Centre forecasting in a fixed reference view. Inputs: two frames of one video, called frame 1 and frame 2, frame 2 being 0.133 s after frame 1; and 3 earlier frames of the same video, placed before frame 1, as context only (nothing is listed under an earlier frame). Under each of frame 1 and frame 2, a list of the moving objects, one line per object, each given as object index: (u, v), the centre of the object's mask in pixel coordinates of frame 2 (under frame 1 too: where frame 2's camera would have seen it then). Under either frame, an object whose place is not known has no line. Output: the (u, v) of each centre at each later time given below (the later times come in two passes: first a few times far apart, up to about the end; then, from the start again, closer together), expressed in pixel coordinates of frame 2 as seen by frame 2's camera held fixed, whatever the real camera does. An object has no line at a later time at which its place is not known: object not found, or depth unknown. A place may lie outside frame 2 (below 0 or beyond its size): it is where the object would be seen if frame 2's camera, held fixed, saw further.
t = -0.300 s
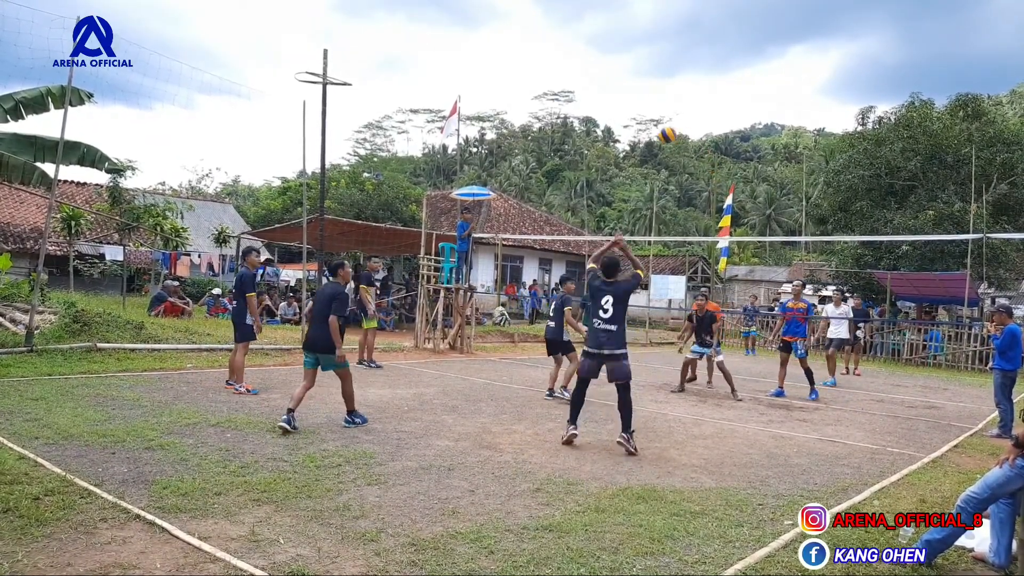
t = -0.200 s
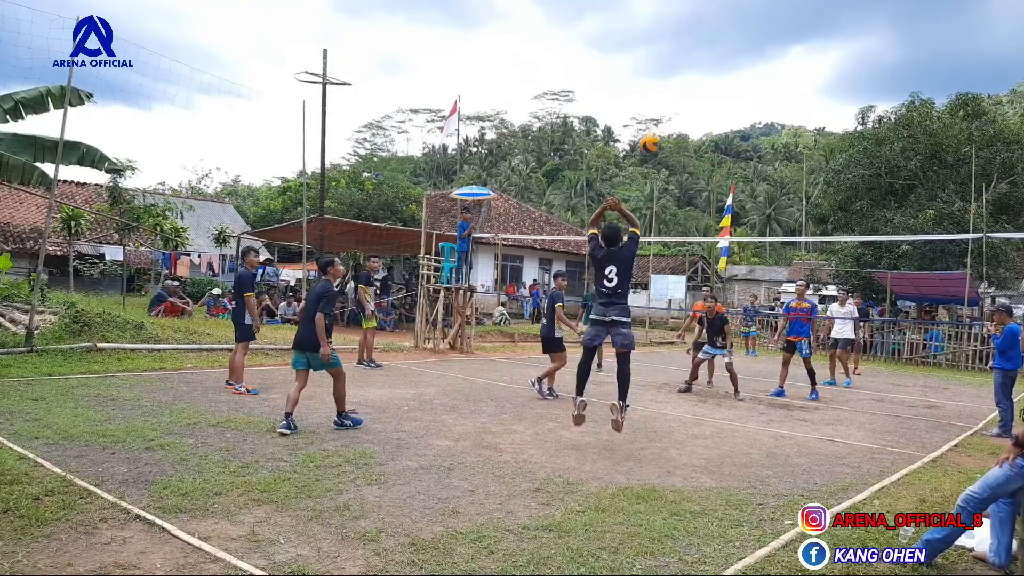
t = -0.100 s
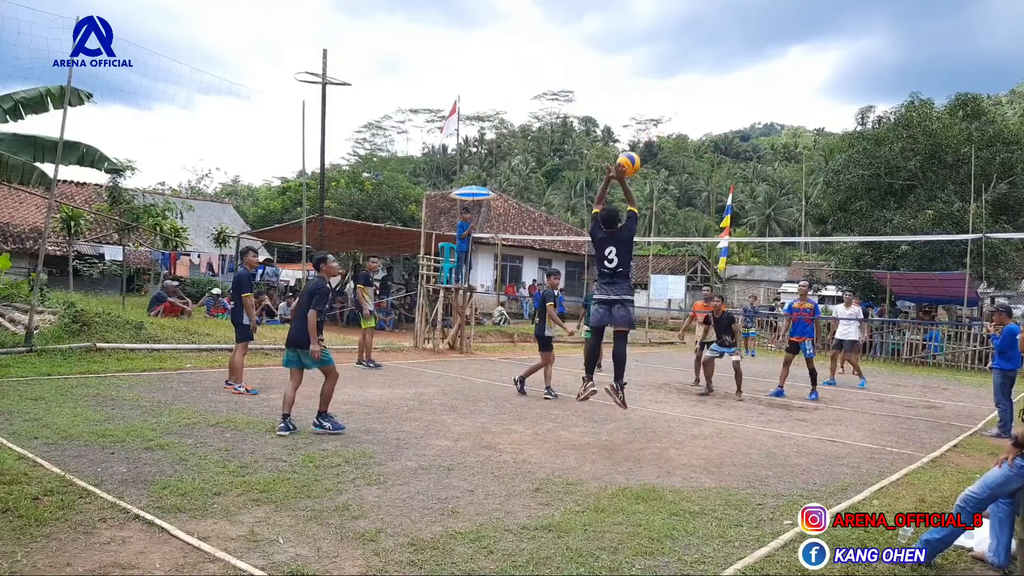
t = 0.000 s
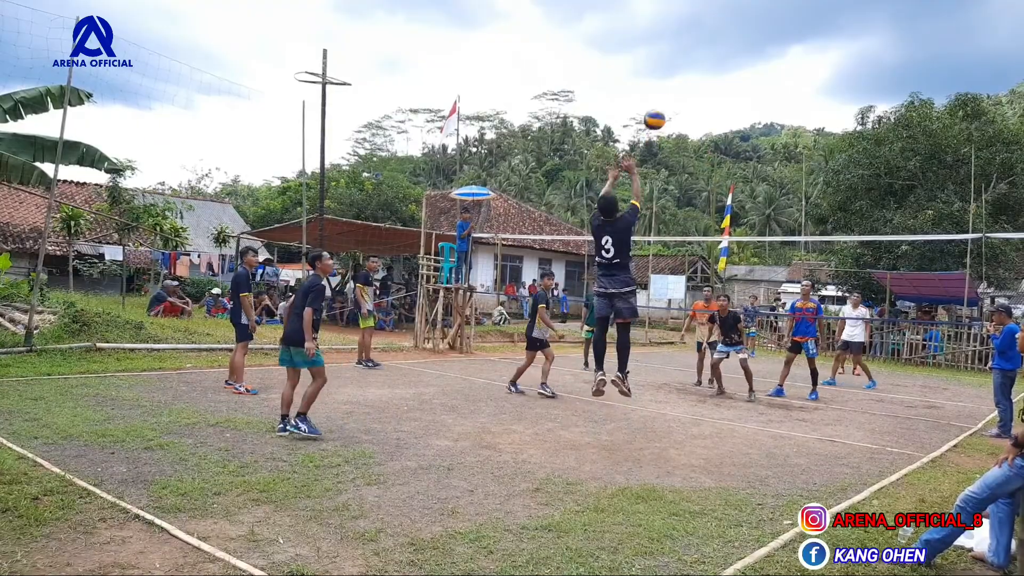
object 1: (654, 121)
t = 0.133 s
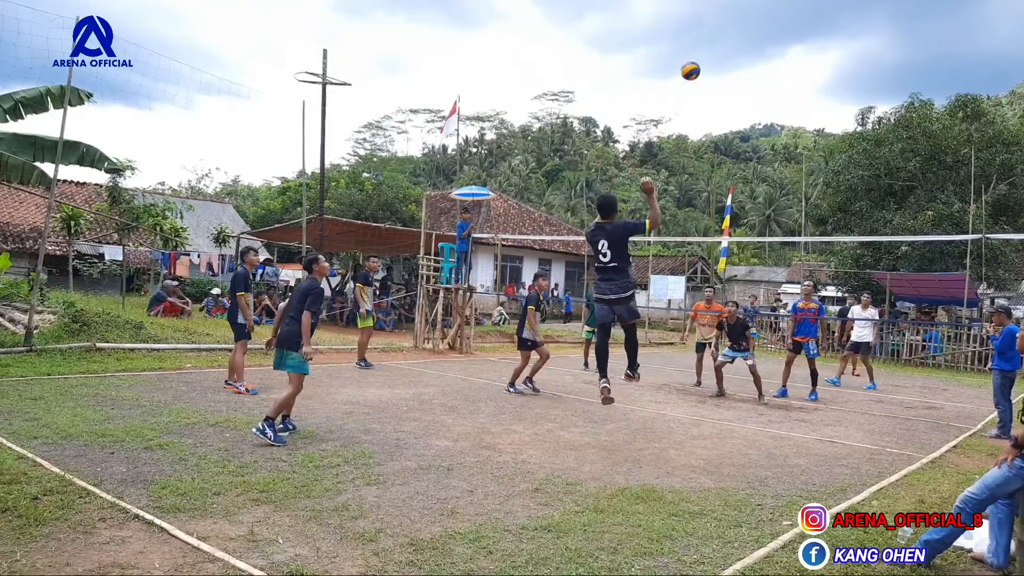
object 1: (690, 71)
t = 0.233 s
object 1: (711, 50)
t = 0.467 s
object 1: (746, 40)
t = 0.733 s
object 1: (770, 71)
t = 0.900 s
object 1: (781, 105)
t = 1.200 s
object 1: (794, 187)
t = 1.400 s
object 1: (799, 252)
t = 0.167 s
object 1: (698, 63)
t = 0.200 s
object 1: (705, 56)
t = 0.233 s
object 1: (711, 50)
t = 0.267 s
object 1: (717, 46)
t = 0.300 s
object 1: (722, 42)
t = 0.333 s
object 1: (728, 40)
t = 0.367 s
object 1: (732, 39)
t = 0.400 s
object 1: (738, 38)
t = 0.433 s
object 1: (741, 38)
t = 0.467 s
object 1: (746, 40)
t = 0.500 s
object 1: (750, 41)
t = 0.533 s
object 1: (753, 43)
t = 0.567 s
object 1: (756, 47)
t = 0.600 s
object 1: (759, 51)
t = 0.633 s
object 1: (762, 55)
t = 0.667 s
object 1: (765, 60)
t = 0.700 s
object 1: (767, 65)
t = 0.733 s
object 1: (770, 71)
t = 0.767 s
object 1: (772, 77)
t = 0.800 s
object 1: (775, 83)
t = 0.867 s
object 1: (779, 97)
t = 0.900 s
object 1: (781, 105)
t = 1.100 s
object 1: (791, 157)
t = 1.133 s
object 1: (792, 167)
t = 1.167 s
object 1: (793, 177)
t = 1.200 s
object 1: (794, 187)
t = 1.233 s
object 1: (794, 197)
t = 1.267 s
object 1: (796, 208)
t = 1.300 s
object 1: (797, 219)
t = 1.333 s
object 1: (797, 230)
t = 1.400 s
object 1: (799, 252)
